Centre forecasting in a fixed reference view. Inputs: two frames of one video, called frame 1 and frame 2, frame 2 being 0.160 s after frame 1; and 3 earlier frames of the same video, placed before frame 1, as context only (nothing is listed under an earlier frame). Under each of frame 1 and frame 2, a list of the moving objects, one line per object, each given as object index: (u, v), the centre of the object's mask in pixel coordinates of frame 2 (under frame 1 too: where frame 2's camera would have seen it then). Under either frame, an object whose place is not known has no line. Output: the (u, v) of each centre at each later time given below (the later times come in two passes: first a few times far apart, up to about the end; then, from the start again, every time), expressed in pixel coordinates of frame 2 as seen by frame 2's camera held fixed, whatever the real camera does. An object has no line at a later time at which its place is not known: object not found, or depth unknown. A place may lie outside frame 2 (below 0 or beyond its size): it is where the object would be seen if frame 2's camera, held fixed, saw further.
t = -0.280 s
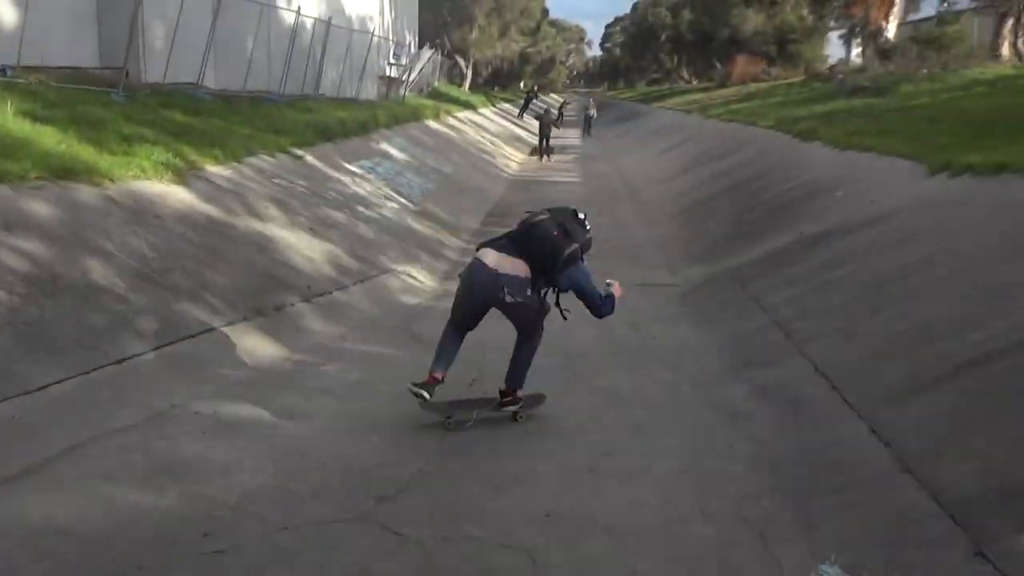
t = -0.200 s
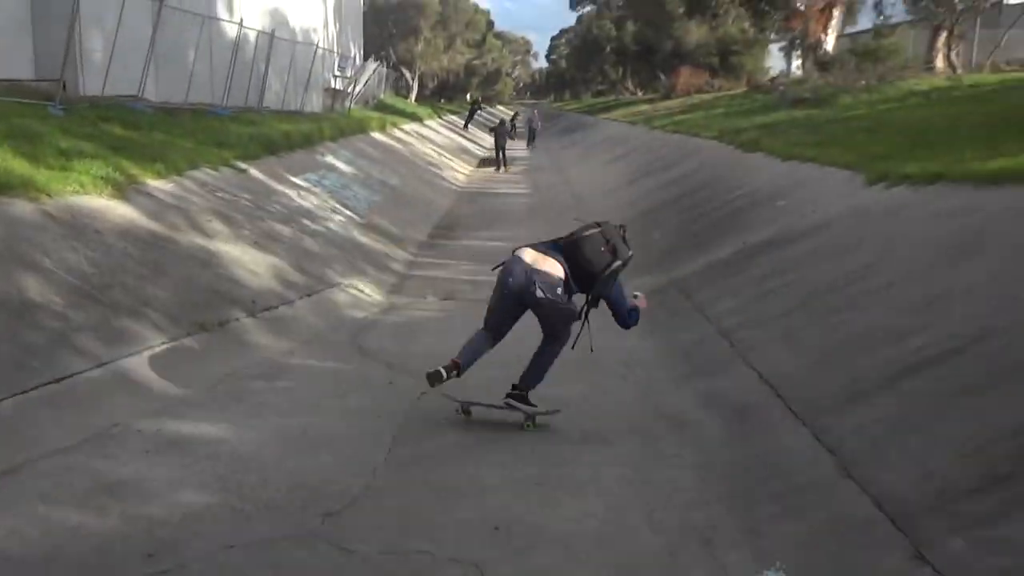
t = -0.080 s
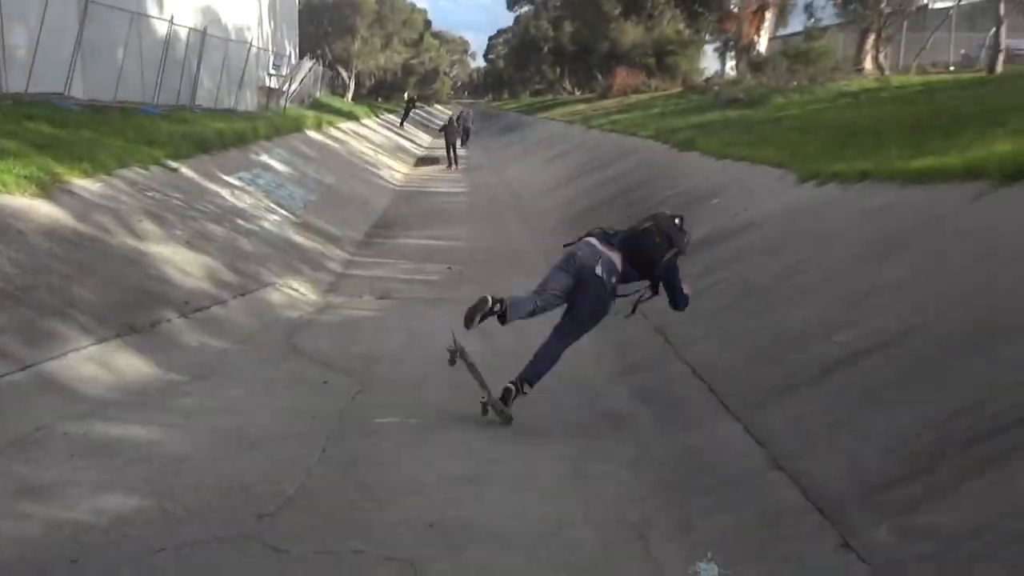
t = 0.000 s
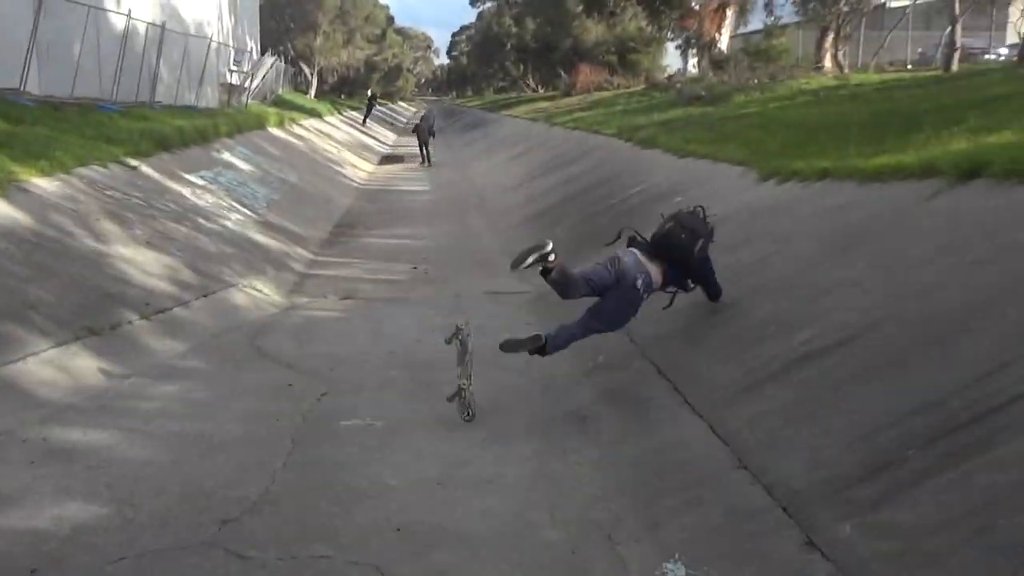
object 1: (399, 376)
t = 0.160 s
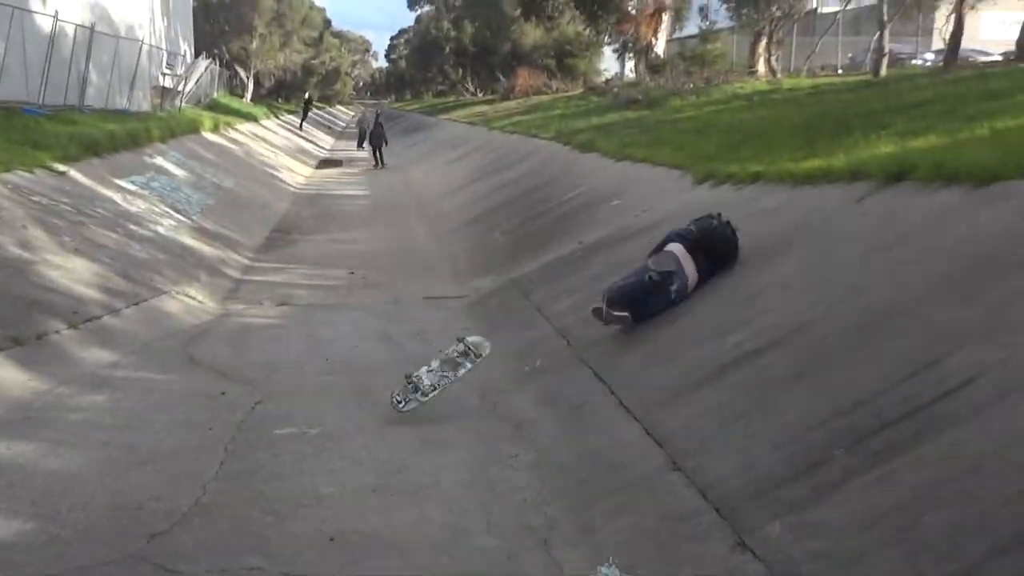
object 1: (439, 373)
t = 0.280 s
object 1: (456, 380)
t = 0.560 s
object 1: (477, 389)
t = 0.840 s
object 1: (481, 392)
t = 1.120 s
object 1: (484, 394)
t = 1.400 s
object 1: (487, 394)
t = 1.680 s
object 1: (489, 388)
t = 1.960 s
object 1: (487, 398)
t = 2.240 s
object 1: (482, 395)
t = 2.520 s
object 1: (487, 393)
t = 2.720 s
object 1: (487, 391)
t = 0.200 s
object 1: (444, 374)
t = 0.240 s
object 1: (450, 377)
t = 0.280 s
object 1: (456, 380)
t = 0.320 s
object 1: (462, 383)
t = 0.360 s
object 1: (468, 388)
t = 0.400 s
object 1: (473, 390)
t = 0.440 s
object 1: (474, 391)
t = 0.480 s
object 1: (475, 390)
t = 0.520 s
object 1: (476, 389)
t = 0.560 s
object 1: (477, 389)
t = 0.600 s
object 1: (478, 390)
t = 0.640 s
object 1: (479, 392)
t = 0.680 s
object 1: (480, 392)
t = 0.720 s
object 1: (479, 392)
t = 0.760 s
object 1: (479, 393)
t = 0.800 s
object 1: (481, 392)
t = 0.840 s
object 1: (481, 392)
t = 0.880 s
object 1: (481, 392)
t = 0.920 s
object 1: (481, 393)
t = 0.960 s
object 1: (482, 393)
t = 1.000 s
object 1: (483, 393)
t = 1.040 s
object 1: (484, 393)
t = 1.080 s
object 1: (484, 394)
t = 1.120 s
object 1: (484, 394)
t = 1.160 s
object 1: (485, 396)
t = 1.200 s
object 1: (486, 396)
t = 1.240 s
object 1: (487, 398)
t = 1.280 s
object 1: (488, 397)
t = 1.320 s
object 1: (488, 397)
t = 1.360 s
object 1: (488, 397)
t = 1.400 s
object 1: (487, 394)
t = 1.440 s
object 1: (488, 391)
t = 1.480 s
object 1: (488, 390)
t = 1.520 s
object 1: (487, 390)
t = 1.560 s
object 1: (488, 388)
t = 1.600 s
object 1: (488, 388)
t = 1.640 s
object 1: (488, 388)
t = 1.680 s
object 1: (489, 388)
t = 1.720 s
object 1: (487, 388)
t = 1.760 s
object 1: (487, 389)
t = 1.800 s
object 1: (487, 390)
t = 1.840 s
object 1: (488, 390)
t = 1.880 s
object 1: (489, 394)
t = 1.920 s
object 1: (487, 398)
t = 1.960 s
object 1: (487, 398)
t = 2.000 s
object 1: (486, 397)
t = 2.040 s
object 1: (484, 395)
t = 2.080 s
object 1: (483, 395)
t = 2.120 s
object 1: (482, 395)
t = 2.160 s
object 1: (482, 394)
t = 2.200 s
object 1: (483, 394)
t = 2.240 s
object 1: (482, 395)
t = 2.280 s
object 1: (483, 395)
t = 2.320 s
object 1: (485, 396)
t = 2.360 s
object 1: (485, 397)
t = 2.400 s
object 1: (487, 399)
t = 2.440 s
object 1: (487, 399)
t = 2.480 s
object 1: (488, 395)
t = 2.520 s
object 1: (487, 393)
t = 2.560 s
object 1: (488, 391)
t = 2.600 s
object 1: (488, 390)
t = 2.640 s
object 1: (488, 390)
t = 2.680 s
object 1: (488, 391)
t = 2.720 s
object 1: (487, 391)
